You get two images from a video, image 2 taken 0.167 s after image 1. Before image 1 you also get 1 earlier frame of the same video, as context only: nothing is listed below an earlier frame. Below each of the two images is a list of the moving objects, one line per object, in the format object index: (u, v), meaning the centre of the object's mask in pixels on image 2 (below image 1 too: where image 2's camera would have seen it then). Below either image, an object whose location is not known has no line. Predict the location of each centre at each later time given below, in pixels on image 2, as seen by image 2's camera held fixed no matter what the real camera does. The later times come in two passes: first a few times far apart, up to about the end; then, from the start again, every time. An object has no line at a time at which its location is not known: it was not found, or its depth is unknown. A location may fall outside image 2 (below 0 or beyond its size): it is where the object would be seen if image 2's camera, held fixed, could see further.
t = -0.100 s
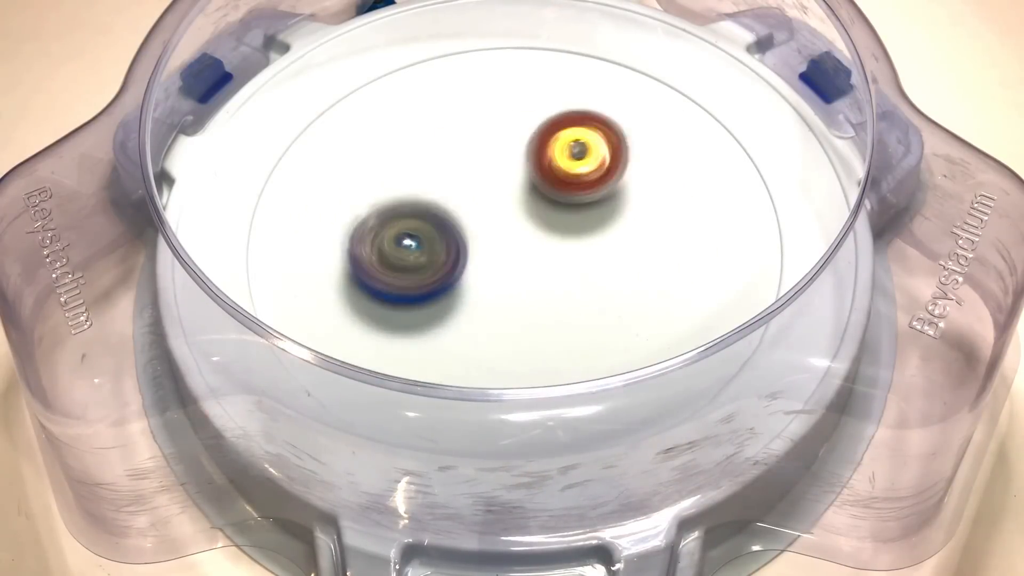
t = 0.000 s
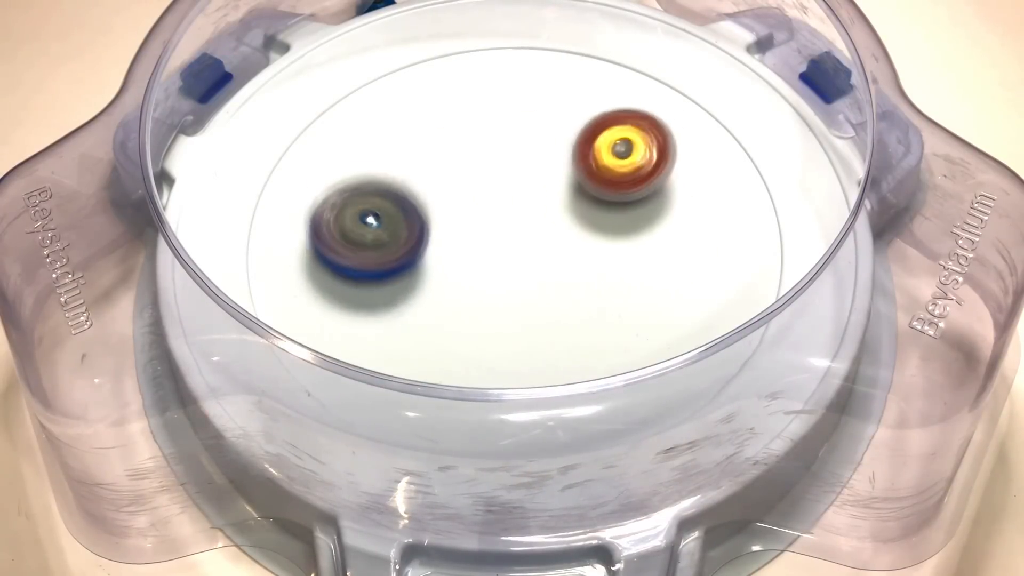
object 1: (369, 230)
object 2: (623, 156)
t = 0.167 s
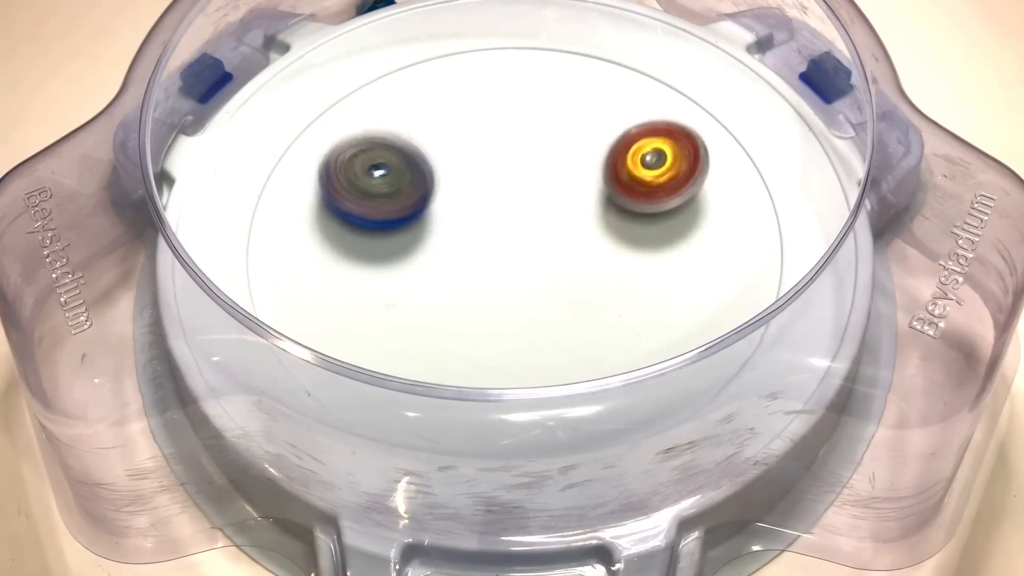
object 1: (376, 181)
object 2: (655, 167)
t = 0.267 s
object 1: (427, 174)
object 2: (649, 184)
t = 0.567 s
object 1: (424, 173)
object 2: (728, 289)
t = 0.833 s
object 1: (470, 172)
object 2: (674, 309)
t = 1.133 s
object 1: (505, 176)
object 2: (500, 355)
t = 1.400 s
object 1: (558, 139)
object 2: (382, 322)
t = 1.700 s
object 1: (549, 229)
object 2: (394, 217)
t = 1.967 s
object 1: (492, 303)
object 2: (506, 162)
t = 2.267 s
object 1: (427, 291)
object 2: (635, 186)
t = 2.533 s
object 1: (489, 222)
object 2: (649, 268)
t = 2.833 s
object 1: (570, 161)
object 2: (524, 315)
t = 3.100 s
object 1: (593, 199)
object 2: (424, 250)
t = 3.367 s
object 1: (514, 256)
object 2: (440, 165)
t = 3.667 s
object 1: (416, 286)
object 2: (544, 145)
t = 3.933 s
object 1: (451, 243)
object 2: (600, 213)
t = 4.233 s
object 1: (447, 174)
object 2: (577, 305)
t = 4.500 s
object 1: (493, 157)
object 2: (481, 281)
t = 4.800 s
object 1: (579, 172)
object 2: (464, 212)
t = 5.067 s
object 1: (630, 229)
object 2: (523, 185)
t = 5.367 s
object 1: (609, 308)
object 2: (558, 205)
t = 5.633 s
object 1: (528, 344)
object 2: (528, 205)
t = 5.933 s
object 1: (454, 328)
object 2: (514, 157)
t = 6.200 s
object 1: (419, 263)
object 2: (518, 184)
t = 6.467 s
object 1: (356, 227)
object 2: (531, 226)
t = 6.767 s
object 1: (392, 249)
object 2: (509, 256)
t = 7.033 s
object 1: (392, 225)
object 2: (579, 254)
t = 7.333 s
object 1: (432, 184)
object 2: (563, 248)
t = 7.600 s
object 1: (446, 149)
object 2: (536, 214)
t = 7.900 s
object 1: (436, 175)
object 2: (570, 245)
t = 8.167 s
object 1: (479, 232)
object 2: (537, 288)
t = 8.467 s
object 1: (426, 227)
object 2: (531, 340)
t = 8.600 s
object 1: (452, 231)
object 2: (527, 339)
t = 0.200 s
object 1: (391, 176)
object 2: (655, 172)
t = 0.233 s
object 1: (408, 174)
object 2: (652, 177)
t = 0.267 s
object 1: (427, 174)
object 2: (649, 184)
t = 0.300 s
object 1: (445, 177)
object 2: (644, 192)
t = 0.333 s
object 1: (463, 182)
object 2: (638, 202)
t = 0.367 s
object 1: (480, 187)
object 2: (631, 213)
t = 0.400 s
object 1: (497, 193)
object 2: (623, 224)
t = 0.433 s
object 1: (510, 199)
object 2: (618, 238)
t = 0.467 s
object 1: (480, 192)
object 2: (656, 260)
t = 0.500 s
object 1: (451, 184)
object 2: (692, 275)
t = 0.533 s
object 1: (433, 178)
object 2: (714, 286)
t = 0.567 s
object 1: (424, 173)
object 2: (728, 289)
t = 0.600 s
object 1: (420, 168)
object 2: (744, 299)
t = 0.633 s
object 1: (420, 163)
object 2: (735, 289)
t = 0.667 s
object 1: (423, 157)
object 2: (733, 288)
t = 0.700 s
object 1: (430, 154)
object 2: (730, 288)
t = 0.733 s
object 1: (439, 154)
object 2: (722, 291)
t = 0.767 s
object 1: (449, 158)
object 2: (710, 297)
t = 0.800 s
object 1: (460, 163)
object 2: (694, 303)
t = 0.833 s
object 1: (470, 172)
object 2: (674, 309)
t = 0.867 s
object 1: (478, 181)
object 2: (654, 315)
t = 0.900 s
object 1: (487, 191)
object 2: (633, 319)
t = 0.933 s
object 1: (496, 203)
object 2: (613, 321)
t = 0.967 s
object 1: (503, 214)
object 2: (590, 322)
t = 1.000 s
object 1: (508, 224)
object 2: (569, 322)
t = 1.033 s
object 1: (514, 232)
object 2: (548, 323)
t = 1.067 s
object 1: (508, 210)
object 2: (535, 341)
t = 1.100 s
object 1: (506, 191)
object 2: (516, 351)
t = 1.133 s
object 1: (505, 176)
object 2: (500, 355)
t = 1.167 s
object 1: (507, 166)
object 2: (483, 356)
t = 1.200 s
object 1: (513, 158)
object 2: (465, 355)
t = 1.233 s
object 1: (518, 151)
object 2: (448, 353)
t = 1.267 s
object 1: (525, 144)
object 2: (432, 350)
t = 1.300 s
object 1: (533, 139)
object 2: (419, 347)
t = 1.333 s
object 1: (541, 135)
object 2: (403, 340)
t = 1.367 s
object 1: (550, 135)
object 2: (392, 334)
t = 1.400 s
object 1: (558, 139)
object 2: (382, 322)
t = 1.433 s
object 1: (566, 144)
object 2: (375, 312)
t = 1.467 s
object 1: (570, 153)
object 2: (369, 298)
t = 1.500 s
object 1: (571, 164)
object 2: (367, 287)
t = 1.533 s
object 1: (571, 175)
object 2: (366, 275)
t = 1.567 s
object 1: (568, 186)
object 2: (368, 263)
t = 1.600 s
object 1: (564, 196)
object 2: (372, 250)
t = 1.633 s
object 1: (559, 208)
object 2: (377, 239)
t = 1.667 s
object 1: (553, 218)
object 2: (385, 227)
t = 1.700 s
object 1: (549, 229)
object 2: (394, 217)
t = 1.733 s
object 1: (542, 239)
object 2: (406, 206)
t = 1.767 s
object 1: (536, 249)
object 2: (416, 198)
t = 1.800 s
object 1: (530, 260)
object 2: (431, 189)
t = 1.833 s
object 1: (523, 268)
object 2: (444, 183)
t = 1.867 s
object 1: (516, 278)
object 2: (460, 175)
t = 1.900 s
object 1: (508, 286)
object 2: (473, 170)
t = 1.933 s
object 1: (501, 296)
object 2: (491, 165)
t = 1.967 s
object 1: (492, 303)
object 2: (506, 162)
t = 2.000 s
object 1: (483, 309)
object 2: (523, 159)
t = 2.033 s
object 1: (473, 315)
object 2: (537, 159)
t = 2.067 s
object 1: (462, 318)
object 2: (555, 160)
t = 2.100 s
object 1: (452, 322)
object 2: (569, 161)
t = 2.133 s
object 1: (441, 319)
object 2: (586, 164)
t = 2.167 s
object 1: (434, 316)
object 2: (597, 168)
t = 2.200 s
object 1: (428, 310)
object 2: (613, 173)
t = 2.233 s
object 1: (426, 301)
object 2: (623, 179)
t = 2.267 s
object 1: (427, 291)
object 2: (635, 186)
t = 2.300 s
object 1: (431, 282)
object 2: (643, 194)
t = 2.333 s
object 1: (438, 270)
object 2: (651, 203)
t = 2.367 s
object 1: (445, 263)
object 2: (657, 213)
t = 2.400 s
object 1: (454, 253)
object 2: (660, 223)
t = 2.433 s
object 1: (462, 246)
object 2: (661, 235)
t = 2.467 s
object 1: (471, 237)
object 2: (659, 247)
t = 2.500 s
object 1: (479, 230)
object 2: (656, 257)
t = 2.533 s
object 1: (489, 222)
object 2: (649, 268)
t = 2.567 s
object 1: (497, 213)
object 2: (639, 279)
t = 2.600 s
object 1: (507, 206)
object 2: (630, 288)
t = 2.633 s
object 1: (515, 198)
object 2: (617, 297)
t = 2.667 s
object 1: (525, 190)
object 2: (603, 304)
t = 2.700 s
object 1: (533, 184)
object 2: (588, 310)
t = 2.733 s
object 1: (543, 177)
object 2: (573, 314)
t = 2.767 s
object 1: (551, 171)
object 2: (556, 316)
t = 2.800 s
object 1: (562, 165)
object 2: (539, 316)
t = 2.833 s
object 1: (570, 161)
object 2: (524, 315)
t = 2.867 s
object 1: (581, 161)
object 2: (507, 312)
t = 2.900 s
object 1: (590, 159)
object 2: (492, 307)
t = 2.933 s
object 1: (598, 161)
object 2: (476, 300)
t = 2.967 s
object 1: (602, 166)
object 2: (464, 292)
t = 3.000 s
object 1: (605, 173)
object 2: (451, 283)
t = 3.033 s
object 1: (603, 181)
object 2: (440, 272)
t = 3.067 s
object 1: (600, 190)
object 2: (432, 262)
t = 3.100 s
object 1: (593, 199)
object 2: (424, 250)
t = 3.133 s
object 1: (586, 208)
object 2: (420, 239)
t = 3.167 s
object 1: (576, 216)
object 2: (417, 227)
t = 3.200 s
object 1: (567, 224)
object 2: (416, 214)
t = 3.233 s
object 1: (556, 231)
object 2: (417, 205)
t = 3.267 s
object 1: (547, 238)
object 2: (420, 193)
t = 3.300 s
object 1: (535, 243)
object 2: (426, 183)
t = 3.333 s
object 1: (525, 251)
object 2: (431, 174)
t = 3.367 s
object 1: (514, 256)
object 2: (440, 165)
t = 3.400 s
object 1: (504, 263)
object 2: (449, 158)
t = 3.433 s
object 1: (492, 267)
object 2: (457, 152)
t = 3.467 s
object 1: (482, 273)
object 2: (471, 146)
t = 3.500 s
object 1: (470, 277)
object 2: (481, 141)
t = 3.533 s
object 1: (460, 281)
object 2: (491, 140)
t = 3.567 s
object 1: (449, 284)
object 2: (507, 139)
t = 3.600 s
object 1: (436, 288)
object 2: (518, 139)
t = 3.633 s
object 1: (427, 288)
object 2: (529, 141)
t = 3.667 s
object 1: (416, 286)
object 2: (544, 145)
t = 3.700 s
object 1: (411, 282)
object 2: (553, 150)
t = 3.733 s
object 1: (406, 276)
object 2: (563, 157)
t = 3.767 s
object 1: (407, 269)
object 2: (574, 164)
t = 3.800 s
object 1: (410, 262)
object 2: (581, 172)
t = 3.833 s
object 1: (419, 256)
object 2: (588, 181)
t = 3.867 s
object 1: (428, 250)
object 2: (594, 192)
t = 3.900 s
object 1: (439, 247)
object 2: (598, 202)
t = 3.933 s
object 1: (451, 243)
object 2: (600, 213)
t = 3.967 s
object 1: (462, 240)
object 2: (600, 225)
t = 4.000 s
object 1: (475, 235)
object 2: (599, 235)
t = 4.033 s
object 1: (483, 231)
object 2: (596, 248)
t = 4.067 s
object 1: (467, 220)
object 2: (607, 263)
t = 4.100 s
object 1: (459, 208)
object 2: (610, 275)
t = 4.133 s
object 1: (454, 199)
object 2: (606, 284)
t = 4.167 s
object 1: (450, 191)
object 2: (600, 291)
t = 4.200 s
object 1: (449, 182)
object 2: (590, 299)
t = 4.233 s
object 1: (447, 174)
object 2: (577, 305)
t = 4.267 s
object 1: (446, 167)
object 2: (564, 310)
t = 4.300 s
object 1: (449, 158)
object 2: (552, 311)
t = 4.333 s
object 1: (452, 151)
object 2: (538, 311)
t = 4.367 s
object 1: (458, 148)
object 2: (524, 309)
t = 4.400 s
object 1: (467, 146)
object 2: (513, 305)
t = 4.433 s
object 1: (474, 148)
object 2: (501, 298)
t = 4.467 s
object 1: (484, 153)
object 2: (490, 290)
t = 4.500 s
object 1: (493, 157)
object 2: (481, 281)
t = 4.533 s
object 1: (499, 164)
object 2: (475, 271)
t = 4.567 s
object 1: (506, 172)
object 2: (470, 260)
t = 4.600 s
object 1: (518, 169)
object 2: (461, 254)
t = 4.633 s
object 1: (529, 165)
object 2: (455, 249)
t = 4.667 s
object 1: (539, 165)
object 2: (453, 240)
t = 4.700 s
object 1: (549, 167)
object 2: (455, 232)
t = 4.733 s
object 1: (562, 166)
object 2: (456, 225)
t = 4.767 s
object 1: (571, 168)
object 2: (460, 218)
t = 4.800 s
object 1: (579, 172)
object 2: (464, 212)
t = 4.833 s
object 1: (590, 178)
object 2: (471, 205)
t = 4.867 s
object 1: (597, 183)
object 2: (477, 201)
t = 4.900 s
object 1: (602, 189)
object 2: (486, 197)
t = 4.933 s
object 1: (610, 197)
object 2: (489, 193)
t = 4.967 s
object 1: (619, 205)
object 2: (498, 188)
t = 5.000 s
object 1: (624, 211)
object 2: (506, 186)
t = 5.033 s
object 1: (628, 219)
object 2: (515, 185)
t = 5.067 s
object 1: (630, 229)
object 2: (523, 185)
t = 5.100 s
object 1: (632, 238)
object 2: (532, 186)
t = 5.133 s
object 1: (633, 248)
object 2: (539, 185)
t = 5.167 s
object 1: (634, 257)
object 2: (544, 186)
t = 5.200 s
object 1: (634, 265)
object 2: (548, 187)
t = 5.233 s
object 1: (633, 276)
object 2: (553, 190)
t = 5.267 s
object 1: (629, 284)
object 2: (554, 193)
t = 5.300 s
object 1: (624, 293)
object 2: (557, 196)
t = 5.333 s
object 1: (617, 301)
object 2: (556, 201)
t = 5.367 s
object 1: (609, 308)
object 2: (558, 205)
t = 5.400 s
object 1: (597, 312)
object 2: (555, 211)
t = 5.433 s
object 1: (585, 316)
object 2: (553, 215)
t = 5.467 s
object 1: (574, 321)
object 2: (549, 222)
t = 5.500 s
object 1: (562, 322)
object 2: (545, 226)
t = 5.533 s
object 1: (552, 330)
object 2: (540, 223)
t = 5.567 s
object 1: (543, 337)
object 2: (536, 215)
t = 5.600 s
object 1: (535, 341)
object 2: (533, 210)
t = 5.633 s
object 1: (528, 344)
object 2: (528, 205)
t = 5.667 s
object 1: (519, 347)
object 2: (524, 198)
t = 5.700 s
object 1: (511, 350)
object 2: (520, 191)
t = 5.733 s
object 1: (502, 351)
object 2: (518, 183)
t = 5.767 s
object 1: (491, 351)
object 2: (516, 178)
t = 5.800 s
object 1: (480, 349)
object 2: (515, 171)
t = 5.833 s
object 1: (471, 346)
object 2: (513, 164)
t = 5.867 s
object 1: (464, 342)
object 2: (515, 161)
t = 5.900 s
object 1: (459, 335)
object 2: (515, 160)
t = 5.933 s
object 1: (454, 328)
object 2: (514, 157)
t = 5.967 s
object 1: (450, 319)
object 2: (517, 157)
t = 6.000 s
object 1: (446, 311)
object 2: (518, 157)
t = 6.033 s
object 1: (441, 303)
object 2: (519, 160)
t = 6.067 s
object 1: (437, 295)
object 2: (519, 163)
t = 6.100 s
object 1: (432, 288)
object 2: (520, 167)
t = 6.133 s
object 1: (428, 280)
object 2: (519, 173)
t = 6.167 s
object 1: (424, 272)
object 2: (517, 178)
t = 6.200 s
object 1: (419, 263)
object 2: (518, 184)
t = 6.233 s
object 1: (415, 256)
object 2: (516, 192)
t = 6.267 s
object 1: (409, 248)
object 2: (513, 200)
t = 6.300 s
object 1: (403, 241)
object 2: (510, 206)
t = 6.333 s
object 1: (389, 235)
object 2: (515, 210)
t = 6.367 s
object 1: (372, 232)
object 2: (523, 214)
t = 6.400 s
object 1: (363, 231)
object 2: (528, 218)
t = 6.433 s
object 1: (358, 229)
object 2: (532, 224)
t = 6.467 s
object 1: (356, 227)
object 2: (531, 226)
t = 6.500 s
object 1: (354, 225)
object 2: (533, 228)
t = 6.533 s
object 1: (354, 225)
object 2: (534, 233)
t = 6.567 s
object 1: (353, 227)
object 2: (532, 239)
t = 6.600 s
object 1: (354, 231)
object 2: (529, 244)
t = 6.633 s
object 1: (359, 237)
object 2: (526, 246)
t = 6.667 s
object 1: (366, 242)
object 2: (525, 248)
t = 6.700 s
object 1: (374, 245)
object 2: (521, 252)
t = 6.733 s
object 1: (383, 247)
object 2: (515, 254)
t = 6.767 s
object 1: (392, 249)
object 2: (509, 256)
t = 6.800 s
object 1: (378, 250)
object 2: (529, 255)
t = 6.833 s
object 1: (364, 247)
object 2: (548, 255)
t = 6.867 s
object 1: (361, 245)
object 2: (555, 255)
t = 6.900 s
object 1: (364, 242)
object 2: (560, 255)
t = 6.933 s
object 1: (368, 237)
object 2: (565, 255)
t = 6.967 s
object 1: (375, 233)
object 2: (571, 251)
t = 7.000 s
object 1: (383, 229)
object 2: (574, 251)
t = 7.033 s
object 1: (392, 225)
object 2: (579, 254)
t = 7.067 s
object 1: (400, 222)
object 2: (581, 253)
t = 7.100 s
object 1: (407, 218)
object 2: (584, 253)
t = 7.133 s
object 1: (412, 214)
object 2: (583, 254)
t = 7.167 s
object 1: (416, 210)
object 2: (581, 253)
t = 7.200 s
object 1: (419, 206)
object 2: (580, 253)
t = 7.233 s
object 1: (422, 201)
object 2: (575, 253)
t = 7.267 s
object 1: (427, 195)
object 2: (572, 251)
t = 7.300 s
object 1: (429, 190)
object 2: (570, 250)
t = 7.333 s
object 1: (432, 184)
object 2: (563, 248)
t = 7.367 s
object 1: (433, 178)
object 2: (557, 244)
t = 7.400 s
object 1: (433, 174)
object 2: (554, 240)
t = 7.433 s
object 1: (432, 168)
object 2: (549, 236)
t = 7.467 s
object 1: (432, 162)
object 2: (545, 232)
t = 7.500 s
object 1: (433, 156)
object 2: (543, 229)
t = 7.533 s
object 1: (434, 151)
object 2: (540, 223)
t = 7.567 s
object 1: (440, 149)
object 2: (538, 218)
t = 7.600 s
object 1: (446, 149)
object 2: (536, 214)
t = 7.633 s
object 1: (452, 152)
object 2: (536, 209)
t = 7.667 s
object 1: (444, 149)
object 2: (551, 216)
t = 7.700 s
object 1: (431, 146)
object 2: (560, 225)
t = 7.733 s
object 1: (422, 145)
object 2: (561, 230)
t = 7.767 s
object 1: (420, 149)
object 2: (566, 235)
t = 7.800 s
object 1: (423, 153)
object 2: (568, 235)
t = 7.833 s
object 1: (427, 160)
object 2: (569, 238)
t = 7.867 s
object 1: (430, 168)
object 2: (571, 240)
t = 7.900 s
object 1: (436, 175)
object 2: (570, 245)
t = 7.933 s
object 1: (445, 187)
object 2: (570, 249)
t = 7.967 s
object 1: (453, 198)
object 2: (567, 253)
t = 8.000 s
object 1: (466, 211)
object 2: (563, 258)
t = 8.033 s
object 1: (481, 222)
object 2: (557, 264)
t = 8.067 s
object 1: (485, 225)
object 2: (553, 272)
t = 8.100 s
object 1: (488, 228)
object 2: (548, 278)
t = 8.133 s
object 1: (483, 230)
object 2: (543, 283)
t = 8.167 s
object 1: (479, 232)
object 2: (537, 288)
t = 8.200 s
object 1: (469, 233)
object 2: (530, 294)
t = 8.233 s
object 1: (456, 229)
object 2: (526, 301)
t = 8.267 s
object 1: (446, 220)
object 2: (519, 313)
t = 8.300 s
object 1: (438, 216)
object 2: (514, 322)
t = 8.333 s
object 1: (435, 216)
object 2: (515, 330)
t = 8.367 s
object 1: (432, 220)
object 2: (519, 336)
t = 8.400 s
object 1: (429, 222)
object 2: (524, 338)
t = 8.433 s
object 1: (425, 224)
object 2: (528, 339)
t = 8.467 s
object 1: (426, 227)
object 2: (531, 340)
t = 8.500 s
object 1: (427, 227)
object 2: (532, 340)
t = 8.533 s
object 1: (436, 230)
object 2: (532, 340)
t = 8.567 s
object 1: (446, 230)
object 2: (530, 340)
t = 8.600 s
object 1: (452, 231)
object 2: (527, 339)
